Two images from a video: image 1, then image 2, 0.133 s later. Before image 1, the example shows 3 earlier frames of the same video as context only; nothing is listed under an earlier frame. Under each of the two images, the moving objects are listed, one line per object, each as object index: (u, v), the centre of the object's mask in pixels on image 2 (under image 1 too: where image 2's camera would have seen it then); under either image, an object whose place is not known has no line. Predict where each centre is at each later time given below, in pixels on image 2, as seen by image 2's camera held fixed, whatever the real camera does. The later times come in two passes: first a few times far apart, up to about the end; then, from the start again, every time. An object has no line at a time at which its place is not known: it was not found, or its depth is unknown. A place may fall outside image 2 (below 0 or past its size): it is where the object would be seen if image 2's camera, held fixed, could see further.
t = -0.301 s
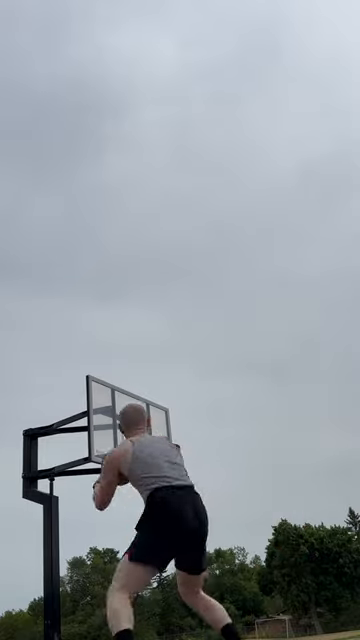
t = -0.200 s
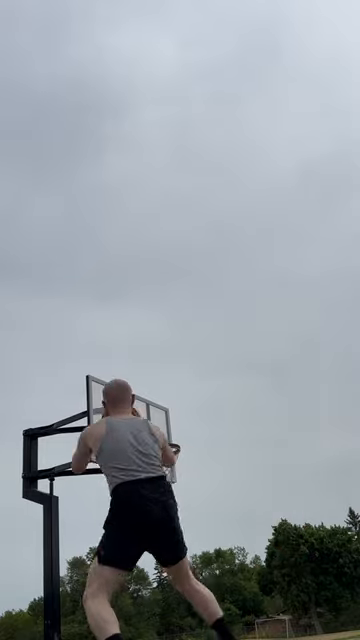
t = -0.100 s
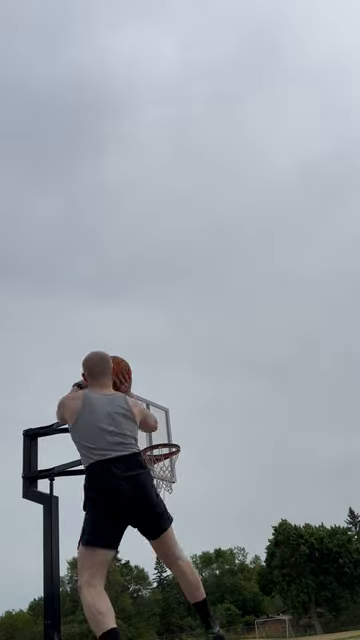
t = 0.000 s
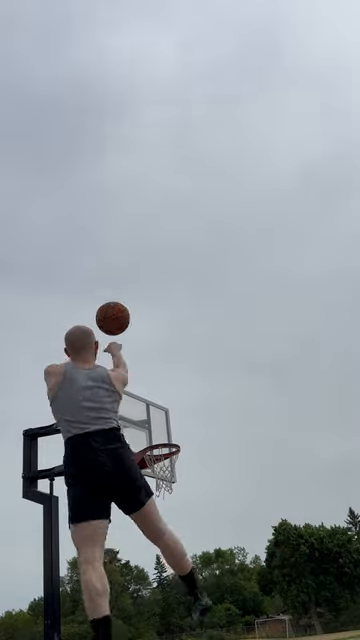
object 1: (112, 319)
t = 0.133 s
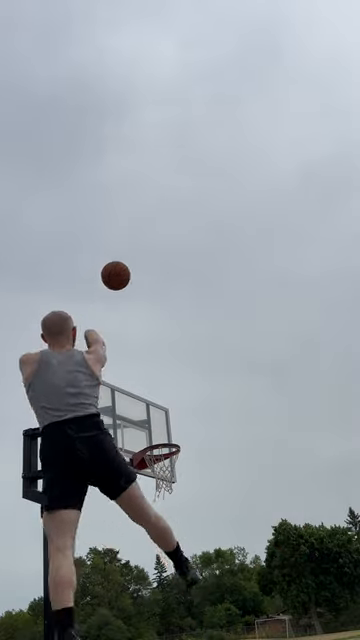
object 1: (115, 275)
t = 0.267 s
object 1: (119, 258)
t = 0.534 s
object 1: (128, 274)
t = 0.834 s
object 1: (141, 343)
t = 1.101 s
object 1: (155, 446)
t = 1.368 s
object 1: (184, 490)
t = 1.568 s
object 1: (203, 542)
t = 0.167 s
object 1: (116, 270)
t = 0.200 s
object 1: (117, 265)
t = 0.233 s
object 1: (118, 261)
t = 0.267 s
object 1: (119, 258)
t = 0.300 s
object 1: (120, 258)
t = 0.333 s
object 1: (121, 257)
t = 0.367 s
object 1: (123, 258)
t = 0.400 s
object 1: (124, 259)
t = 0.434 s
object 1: (125, 262)
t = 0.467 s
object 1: (126, 265)
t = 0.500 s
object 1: (127, 269)
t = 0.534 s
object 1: (128, 274)
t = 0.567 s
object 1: (130, 279)
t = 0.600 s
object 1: (131, 285)
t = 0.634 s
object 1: (132, 291)
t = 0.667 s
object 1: (134, 298)
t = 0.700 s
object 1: (135, 306)
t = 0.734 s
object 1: (137, 314)
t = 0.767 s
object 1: (138, 323)
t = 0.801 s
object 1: (140, 333)
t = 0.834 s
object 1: (141, 343)
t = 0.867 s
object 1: (143, 354)
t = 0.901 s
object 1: (144, 365)
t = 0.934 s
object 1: (146, 377)
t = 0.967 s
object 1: (147, 389)
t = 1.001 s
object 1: (149, 403)
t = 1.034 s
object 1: (151, 417)
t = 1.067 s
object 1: (153, 431)
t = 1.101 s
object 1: (155, 446)
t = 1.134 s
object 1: (159, 458)
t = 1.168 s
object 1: (165, 466)
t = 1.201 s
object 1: (172, 474)
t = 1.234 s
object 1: (175, 475)
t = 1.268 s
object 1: (177, 478)
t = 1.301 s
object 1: (179, 480)
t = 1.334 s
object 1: (182, 485)
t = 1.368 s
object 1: (184, 490)
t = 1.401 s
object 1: (187, 496)
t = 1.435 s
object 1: (190, 503)
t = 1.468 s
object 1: (193, 511)
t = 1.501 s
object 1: (196, 520)
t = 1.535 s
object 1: (200, 531)
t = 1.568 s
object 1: (203, 542)
